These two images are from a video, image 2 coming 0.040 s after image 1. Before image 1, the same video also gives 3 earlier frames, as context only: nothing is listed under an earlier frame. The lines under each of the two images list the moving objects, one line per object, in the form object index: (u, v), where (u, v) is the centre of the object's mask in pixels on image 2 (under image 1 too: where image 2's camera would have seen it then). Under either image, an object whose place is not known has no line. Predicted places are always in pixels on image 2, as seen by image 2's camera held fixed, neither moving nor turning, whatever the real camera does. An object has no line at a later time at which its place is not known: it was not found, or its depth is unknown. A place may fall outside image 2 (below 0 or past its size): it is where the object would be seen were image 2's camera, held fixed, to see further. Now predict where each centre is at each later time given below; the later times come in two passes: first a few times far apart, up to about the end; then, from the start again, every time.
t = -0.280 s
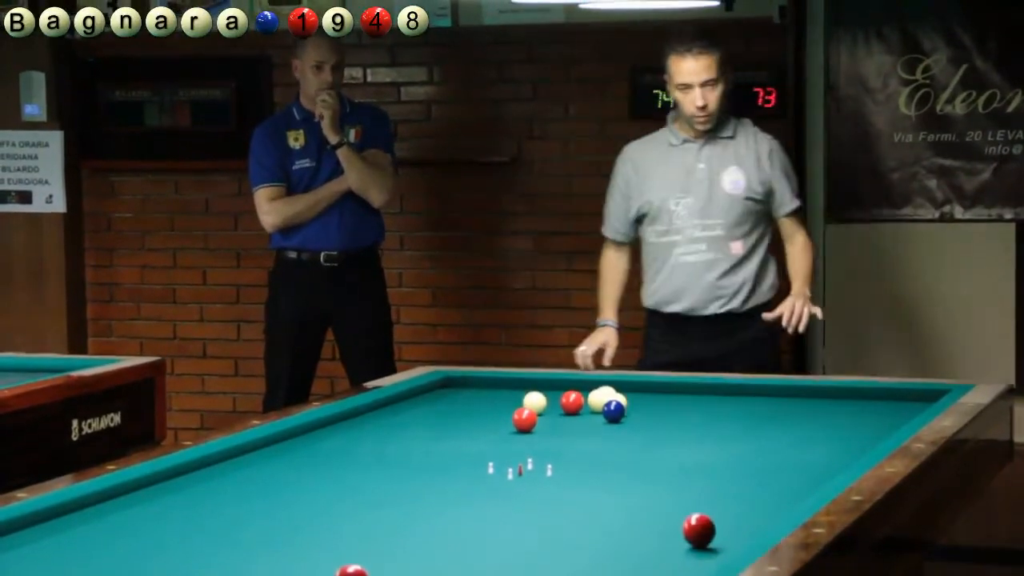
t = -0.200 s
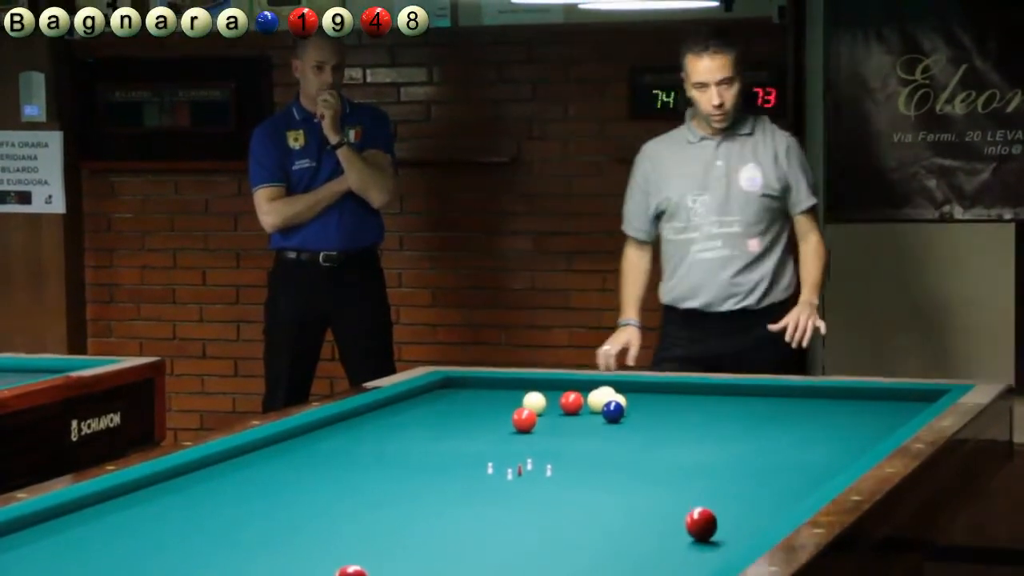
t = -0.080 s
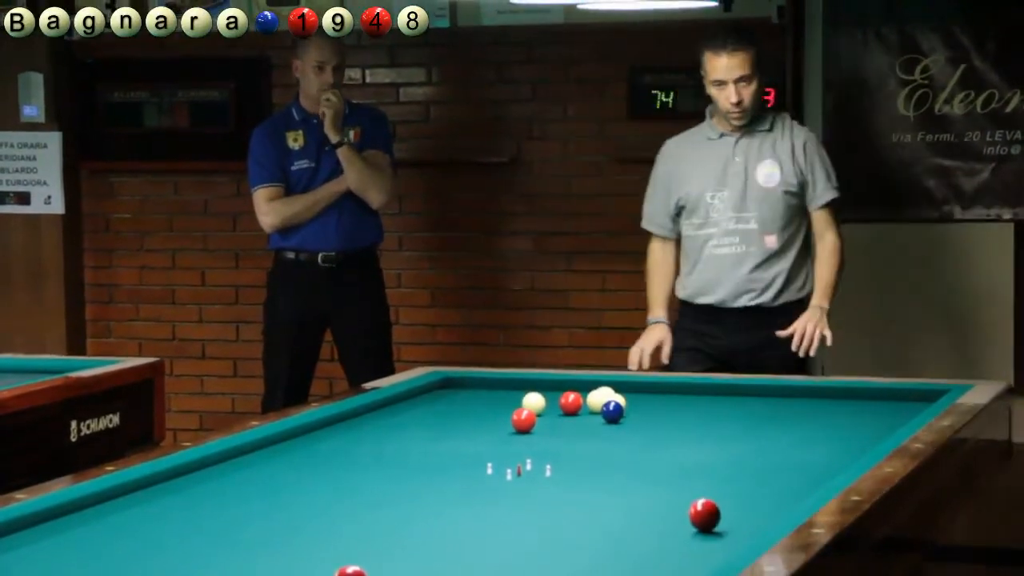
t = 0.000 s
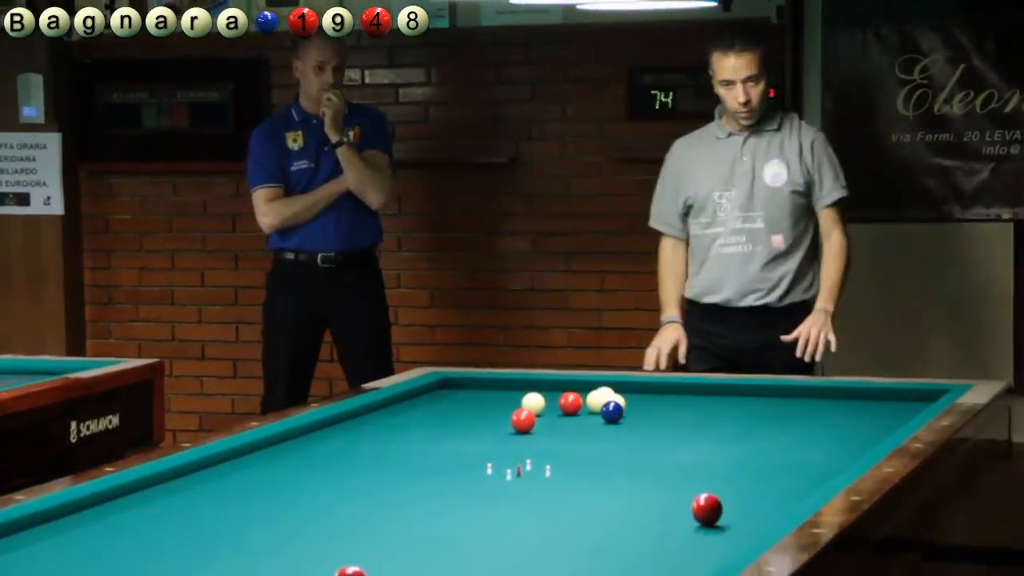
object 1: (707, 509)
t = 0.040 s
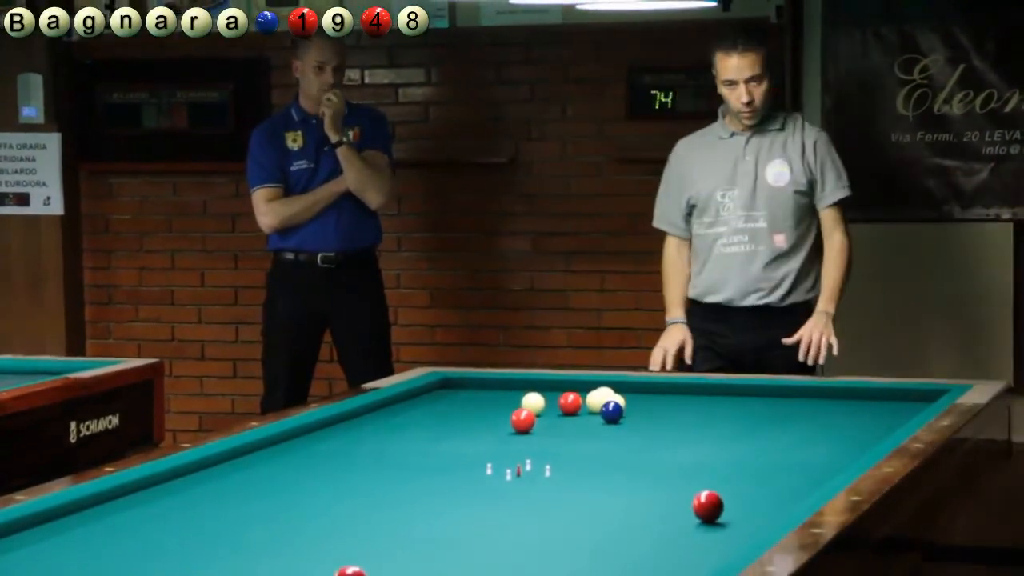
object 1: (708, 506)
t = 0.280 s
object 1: (715, 490)
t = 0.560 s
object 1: (722, 472)
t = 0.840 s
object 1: (728, 457)
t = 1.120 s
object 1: (734, 442)
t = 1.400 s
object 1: (738, 429)
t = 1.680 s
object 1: (743, 418)
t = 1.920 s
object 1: (747, 408)
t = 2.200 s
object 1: (751, 399)
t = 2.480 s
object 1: (754, 389)
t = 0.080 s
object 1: (709, 503)
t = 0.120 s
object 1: (710, 500)
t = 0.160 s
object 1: (712, 497)
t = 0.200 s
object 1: (713, 495)
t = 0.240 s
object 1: (714, 492)
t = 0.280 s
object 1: (715, 490)
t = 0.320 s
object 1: (716, 487)
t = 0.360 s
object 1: (717, 484)
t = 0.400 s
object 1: (718, 482)
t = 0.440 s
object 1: (720, 479)
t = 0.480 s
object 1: (720, 477)
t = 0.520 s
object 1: (722, 474)
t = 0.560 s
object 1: (722, 472)
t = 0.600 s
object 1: (723, 470)
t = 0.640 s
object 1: (724, 467)
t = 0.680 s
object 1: (725, 465)
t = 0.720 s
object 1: (726, 463)
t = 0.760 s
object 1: (726, 461)
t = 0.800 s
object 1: (727, 459)
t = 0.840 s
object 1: (728, 457)
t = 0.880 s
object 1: (729, 454)
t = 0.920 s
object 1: (730, 452)
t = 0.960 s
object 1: (730, 450)
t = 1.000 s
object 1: (732, 448)
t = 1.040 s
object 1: (732, 446)
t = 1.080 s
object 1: (733, 444)
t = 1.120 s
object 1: (734, 442)
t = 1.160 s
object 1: (734, 440)
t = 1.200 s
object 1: (735, 438)
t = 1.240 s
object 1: (736, 437)
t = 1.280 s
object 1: (737, 435)
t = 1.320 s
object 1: (737, 433)
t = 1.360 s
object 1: (738, 431)
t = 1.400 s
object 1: (738, 429)
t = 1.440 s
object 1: (739, 428)
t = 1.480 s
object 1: (740, 426)
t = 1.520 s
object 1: (741, 424)
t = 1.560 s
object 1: (741, 423)
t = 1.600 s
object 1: (742, 421)
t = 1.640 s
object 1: (742, 419)
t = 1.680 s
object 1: (743, 418)
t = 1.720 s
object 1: (744, 416)
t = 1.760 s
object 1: (745, 414)
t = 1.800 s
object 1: (745, 413)
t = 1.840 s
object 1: (746, 411)
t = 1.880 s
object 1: (747, 410)
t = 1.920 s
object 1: (747, 408)
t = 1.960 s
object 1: (748, 407)
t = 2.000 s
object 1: (748, 405)
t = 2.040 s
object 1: (749, 404)
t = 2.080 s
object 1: (749, 403)
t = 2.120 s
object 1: (749, 401)
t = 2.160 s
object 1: (750, 400)
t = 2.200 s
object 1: (751, 399)
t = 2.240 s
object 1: (751, 397)
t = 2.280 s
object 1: (751, 395)
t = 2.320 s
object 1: (752, 394)
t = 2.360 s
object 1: (753, 393)
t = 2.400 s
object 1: (753, 392)
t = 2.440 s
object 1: (753, 390)
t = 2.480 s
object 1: (754, 389)
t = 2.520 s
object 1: (754, 388)
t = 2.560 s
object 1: (751, 388)
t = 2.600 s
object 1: (746, 388)
